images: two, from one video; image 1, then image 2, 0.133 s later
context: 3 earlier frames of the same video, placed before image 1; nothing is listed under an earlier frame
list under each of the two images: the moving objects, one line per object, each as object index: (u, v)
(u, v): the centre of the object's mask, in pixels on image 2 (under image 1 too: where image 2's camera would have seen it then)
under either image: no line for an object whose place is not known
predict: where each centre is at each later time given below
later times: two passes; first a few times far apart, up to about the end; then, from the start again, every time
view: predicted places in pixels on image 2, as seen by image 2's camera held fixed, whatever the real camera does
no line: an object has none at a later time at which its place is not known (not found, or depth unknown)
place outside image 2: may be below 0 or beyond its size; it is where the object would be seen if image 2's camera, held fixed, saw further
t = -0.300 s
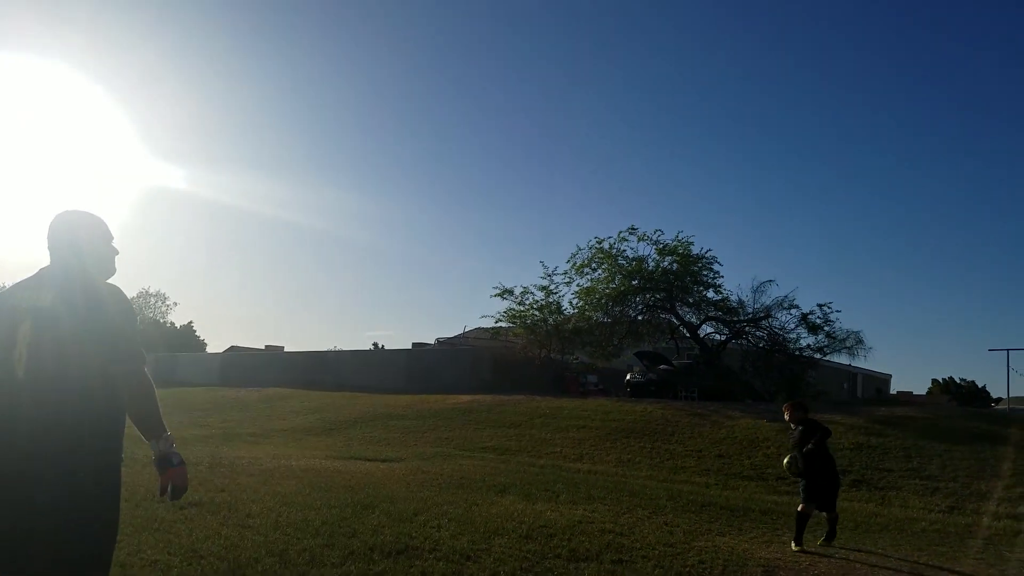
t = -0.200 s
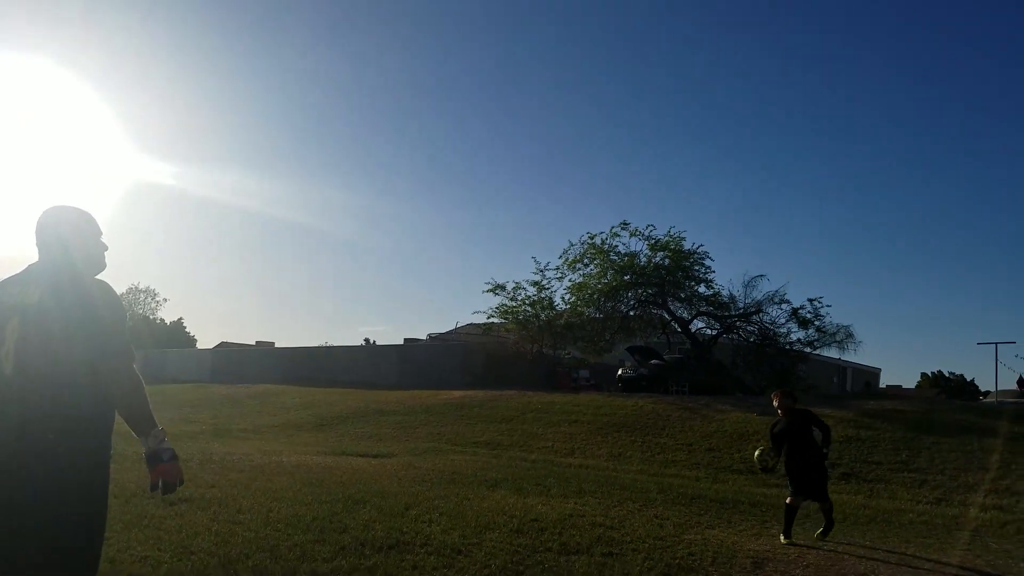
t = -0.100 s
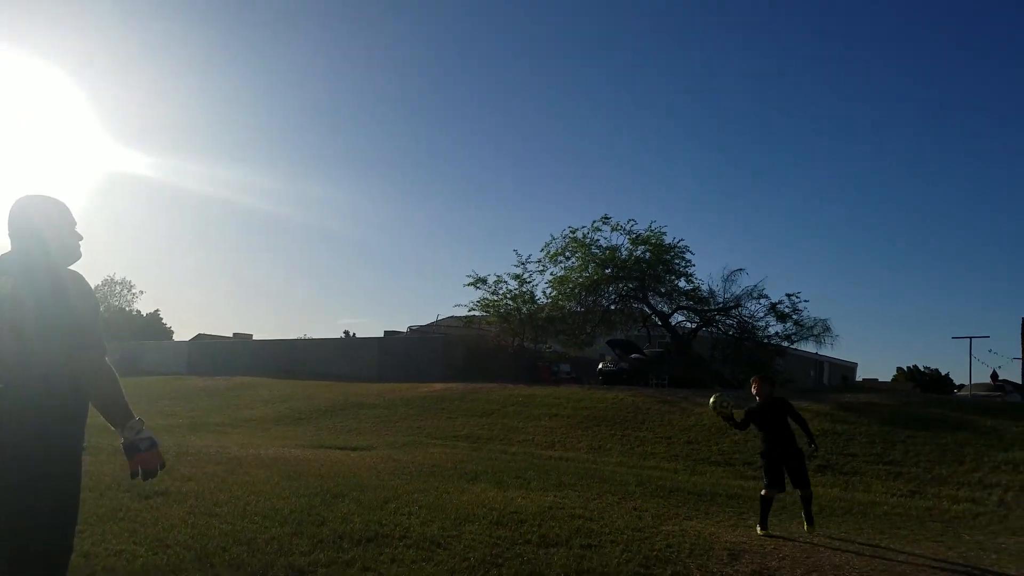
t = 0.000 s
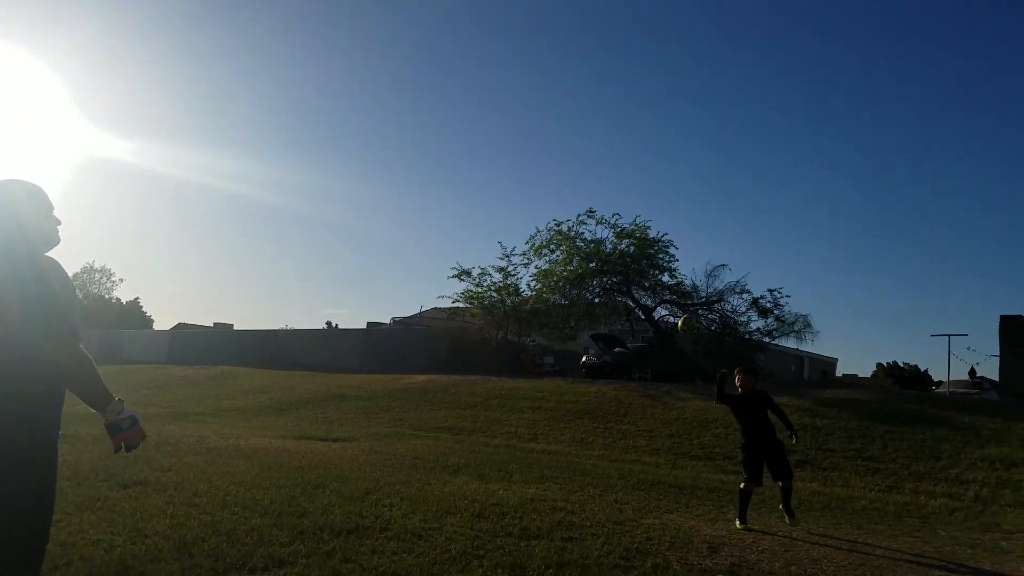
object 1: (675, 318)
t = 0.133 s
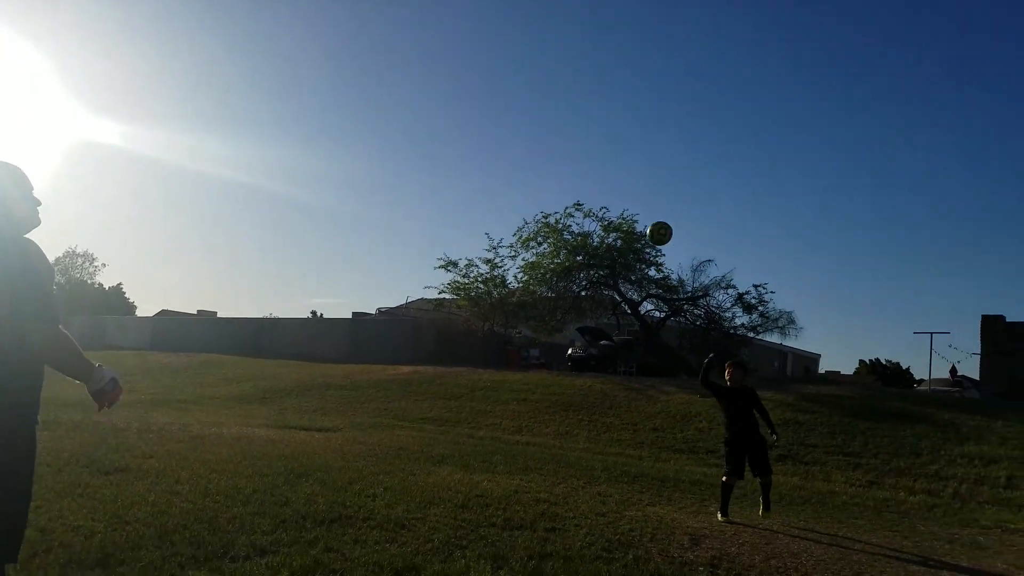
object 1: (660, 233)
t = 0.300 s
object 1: (636, 143)
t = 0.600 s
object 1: (572, 38)
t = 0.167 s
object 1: (655, 214)
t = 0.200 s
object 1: (650, 195)
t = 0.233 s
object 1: (645, 177)
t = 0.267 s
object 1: (641, 159)
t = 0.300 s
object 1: (636, 143)
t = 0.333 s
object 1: (630, 127)
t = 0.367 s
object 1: (623, 112)
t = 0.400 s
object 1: (615, 98)
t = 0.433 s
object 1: (609, 85)
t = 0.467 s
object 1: (602, 73)
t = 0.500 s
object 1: (594, 63)
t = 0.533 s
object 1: (586, 53)
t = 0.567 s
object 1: (579, 45)
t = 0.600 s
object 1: (572, 38)
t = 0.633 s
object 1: (562, 36)
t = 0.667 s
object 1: (552, 34)
